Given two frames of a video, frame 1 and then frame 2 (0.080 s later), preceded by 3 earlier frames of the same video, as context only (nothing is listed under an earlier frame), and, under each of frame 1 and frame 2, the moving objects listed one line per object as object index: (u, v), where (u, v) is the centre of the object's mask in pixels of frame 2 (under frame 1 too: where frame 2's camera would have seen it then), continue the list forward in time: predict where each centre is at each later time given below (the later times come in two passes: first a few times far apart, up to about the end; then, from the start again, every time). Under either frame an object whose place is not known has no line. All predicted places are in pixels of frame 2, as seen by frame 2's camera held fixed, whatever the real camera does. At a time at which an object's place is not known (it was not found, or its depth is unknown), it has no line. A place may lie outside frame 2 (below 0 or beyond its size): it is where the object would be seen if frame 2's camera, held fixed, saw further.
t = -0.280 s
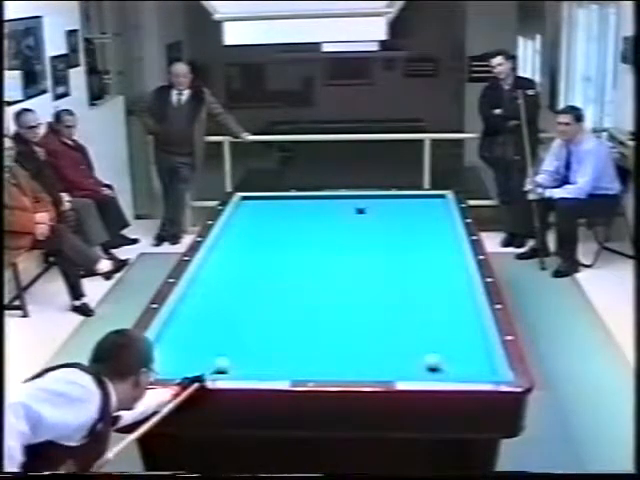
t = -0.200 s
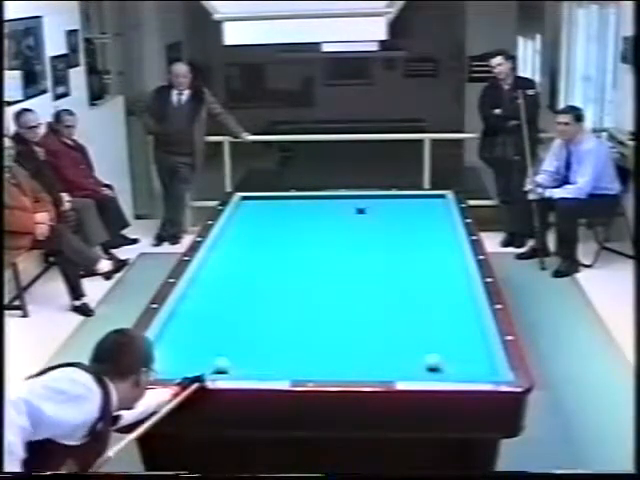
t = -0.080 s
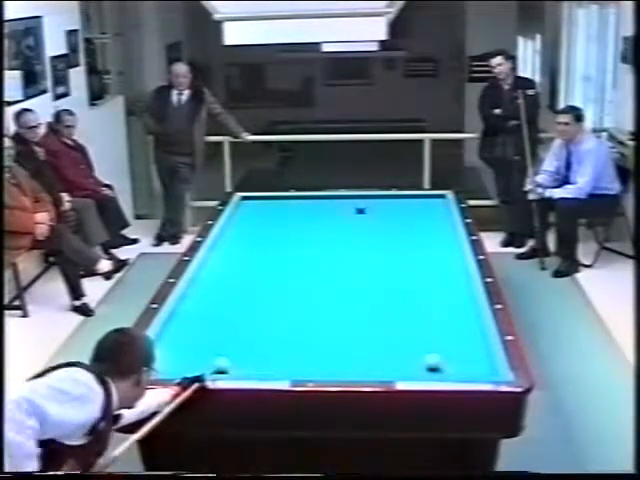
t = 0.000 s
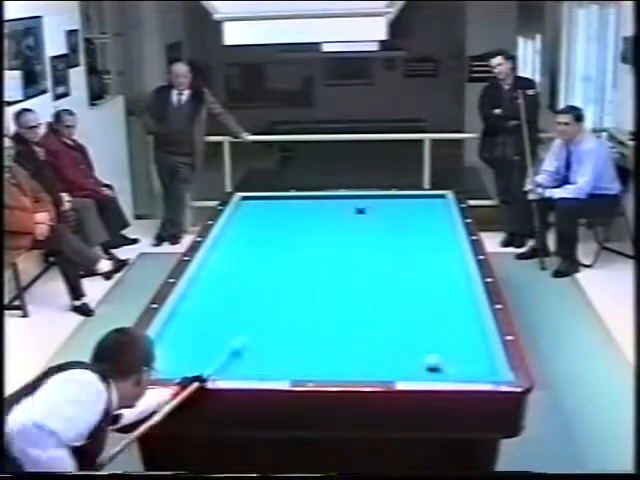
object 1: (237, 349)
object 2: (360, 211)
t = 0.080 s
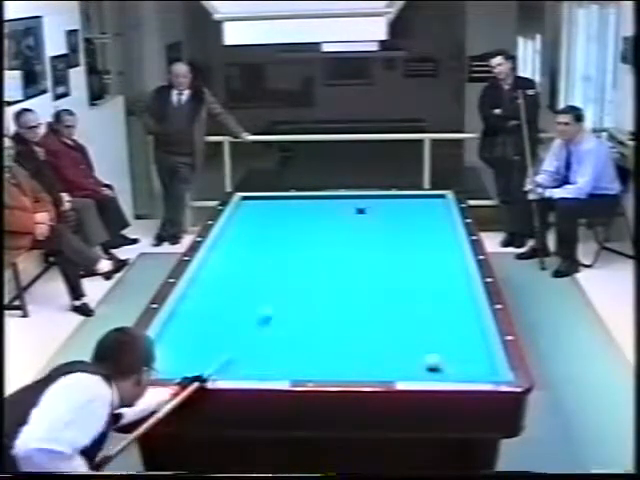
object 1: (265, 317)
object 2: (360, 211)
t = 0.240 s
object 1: (309, 267)
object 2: (360, 211)
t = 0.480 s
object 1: (351, 213)
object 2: (361, 211)
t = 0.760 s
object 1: (313, 199)
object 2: (421, 209)
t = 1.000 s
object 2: (440, 226)
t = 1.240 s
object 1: (237, 212)
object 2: (420, 243)
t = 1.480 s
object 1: (255, 219)
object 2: (398, 261)
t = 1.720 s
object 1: (273, 226)
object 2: (374, 281)
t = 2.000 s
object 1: (292, 238)
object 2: (342, 308)
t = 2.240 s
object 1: (310, 247)
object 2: (310, 334)
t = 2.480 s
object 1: (330, 260)
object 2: (274, 365)
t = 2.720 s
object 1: (351, 268)
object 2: (238, 361)
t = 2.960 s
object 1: (373, 278)
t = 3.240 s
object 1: (399, 291)
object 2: (169, 326)
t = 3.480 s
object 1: (423, 304)
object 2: (200, 312)
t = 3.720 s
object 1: (448, 317)
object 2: (226, 299)
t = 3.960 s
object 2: (248, 289)
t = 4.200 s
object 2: (271, 278)
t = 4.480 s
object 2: (294, 267)
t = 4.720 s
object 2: (311, 259)
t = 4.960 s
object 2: (328, 250)
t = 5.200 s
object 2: (344, 243)
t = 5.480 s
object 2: (361, 235)
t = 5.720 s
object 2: (375, 228)
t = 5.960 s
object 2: (387, 222)
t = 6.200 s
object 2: (400, 216)
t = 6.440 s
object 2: (410, 211)
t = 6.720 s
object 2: (422, 206)
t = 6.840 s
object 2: (426, 202)
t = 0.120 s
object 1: (279, 303)
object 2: (360, 211)
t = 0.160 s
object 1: (292, 292)
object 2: (360, 211)
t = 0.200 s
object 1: (298, 279)
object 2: (359, 211)
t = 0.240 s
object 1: (309, 267)
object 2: (360, 211)
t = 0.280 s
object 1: (316, 258)
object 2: (360, 211)
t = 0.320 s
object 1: (326, 248)
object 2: (360, 210)
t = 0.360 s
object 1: (334, 238)
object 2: (360, 211)
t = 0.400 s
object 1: (341, 227)
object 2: (360, 211)
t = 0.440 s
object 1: (347, 220)
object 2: (360, 211)
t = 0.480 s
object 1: (351, 213)
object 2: (361, 211)
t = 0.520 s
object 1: (351, 210)
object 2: (366, 209)
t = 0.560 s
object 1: (343, 209)
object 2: (378, 204)
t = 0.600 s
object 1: (335, 206)
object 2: (390, 198)
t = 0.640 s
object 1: (330, 205)
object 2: (400, 198)
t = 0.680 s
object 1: (324, 203)
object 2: (406, 200)
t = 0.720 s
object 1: (318, 201)
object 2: (412, 204)
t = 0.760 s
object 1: (313, 199)
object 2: (421, 209)
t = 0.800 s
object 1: (308, 198)
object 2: (427, 212)
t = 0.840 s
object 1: (301, 198)
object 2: (434, 215)
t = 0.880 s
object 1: (295, 198)
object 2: (441, 218)
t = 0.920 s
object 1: (287, 201)
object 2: (446, 221)
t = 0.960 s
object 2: (443, 224)
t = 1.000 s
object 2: (440, 226)
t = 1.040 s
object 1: (265, 205)
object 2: (436, 229)
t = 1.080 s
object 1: (259, 207)
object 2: (432, 232)
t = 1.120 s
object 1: (252, 209)
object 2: (429, 235)
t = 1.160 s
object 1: (246, 209)
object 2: (426, 237)
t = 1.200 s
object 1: (239, 210)
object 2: (423, 240)
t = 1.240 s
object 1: (237, 212)
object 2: (420, 243)
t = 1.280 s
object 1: (242, 213)
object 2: (416, 246)
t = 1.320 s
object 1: (245, 214)
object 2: (412, 248)
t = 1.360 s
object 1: (247, 216)
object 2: (409, 252)
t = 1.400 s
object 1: (250, 217)
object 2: (405, 255)
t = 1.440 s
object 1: (253, 219)
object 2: (401, 258)
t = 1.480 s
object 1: (255, 219)
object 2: (398, 261)
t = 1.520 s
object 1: (258, 220)
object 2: (394, 264)
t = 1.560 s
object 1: (261, 222)
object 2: (389, 268)
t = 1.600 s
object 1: (264, 224)
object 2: (386, 271)
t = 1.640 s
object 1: (266, 225)
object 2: (382, 274)
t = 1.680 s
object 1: (269, 227)
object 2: (378, 277)
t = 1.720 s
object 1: (273, 226)
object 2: (374, 281)
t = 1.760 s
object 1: (275, 229)
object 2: (369, 284)
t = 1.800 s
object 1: (278, 231)
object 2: (365, 288)
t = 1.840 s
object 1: (280, 232)
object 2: (361, 292)
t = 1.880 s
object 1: (284, 234)
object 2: (355, 296)
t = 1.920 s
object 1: (287, 236)
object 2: (351, 300)
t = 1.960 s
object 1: (290, 237)
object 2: (346, 304)
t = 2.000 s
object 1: (292, 238)
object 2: (342, 308)
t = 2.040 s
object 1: (295, 240)
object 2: (336, 312)
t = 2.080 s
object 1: (298, 241)
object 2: (331, 316)
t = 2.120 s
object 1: (301, 243)
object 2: (326, 321)
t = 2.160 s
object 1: (305, 244)
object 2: (321, 325)
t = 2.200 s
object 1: (307, 245)
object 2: (315, 329)
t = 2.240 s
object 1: (310, 247)
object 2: (310, 334)
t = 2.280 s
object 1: (313, 249)
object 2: (304, 339)
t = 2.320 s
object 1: (317, 250)
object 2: (299, 344)
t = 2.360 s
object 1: (321, 252)
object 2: (293, 349)
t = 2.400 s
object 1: (323, 254)
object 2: (287, 354)
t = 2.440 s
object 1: (327, 256)
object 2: (280, 360)
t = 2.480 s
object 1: (330, 260)
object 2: (274, 365)
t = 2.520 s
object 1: (334, 261)
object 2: (267, 368)
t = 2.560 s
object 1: (337, 261)
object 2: (262, 371)
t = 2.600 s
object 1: (340, 263)
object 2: (255, 370)
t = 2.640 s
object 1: (344, 264)
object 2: (248, 368)
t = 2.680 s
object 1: (347, 266)
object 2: (242, 364)
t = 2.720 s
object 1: (351, 268)
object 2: (238, 361)
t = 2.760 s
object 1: (355, 269)
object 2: (228, 358)
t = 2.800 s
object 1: (357, 271)
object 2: (224, 355)
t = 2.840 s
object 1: (361, 273)
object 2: (220, 351)
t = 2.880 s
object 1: (364, 275)
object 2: (219, 347)
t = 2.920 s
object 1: (368, 277)
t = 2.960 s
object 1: (373, 278)
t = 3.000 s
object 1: (376, 280)
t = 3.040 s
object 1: (380, 281)
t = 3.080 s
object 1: (384, 284)
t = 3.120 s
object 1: (386, 286)
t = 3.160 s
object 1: (390, 287)
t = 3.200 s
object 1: (395, 290)
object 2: (174, 327)
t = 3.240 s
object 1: (399, 291)
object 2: (169, 326)
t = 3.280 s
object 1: (404, 294)
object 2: (176, 323)
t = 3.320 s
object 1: (408, 296)
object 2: (182, 320)
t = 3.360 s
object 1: (411, 297)
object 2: (186, 318)
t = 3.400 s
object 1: (415, 299)
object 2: (191, 316)
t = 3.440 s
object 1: (421, 302)
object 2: (195, 314)
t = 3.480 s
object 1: (423, 304)
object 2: (200, 312)
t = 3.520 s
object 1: (427, 306)
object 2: (205, 310)
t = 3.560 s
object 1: (432, 308)
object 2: (209, 307)
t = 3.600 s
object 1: (438, 310)
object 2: (213, 305)
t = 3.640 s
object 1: (444, 312)
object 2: (217, 303)
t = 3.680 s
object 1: (443, 314)
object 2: (221, 301)
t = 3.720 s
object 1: (448, 317)
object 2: (226, 299)
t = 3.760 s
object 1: (454, 319)
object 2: (229, 297)
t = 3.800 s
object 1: (462, 320)
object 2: (233, 296)
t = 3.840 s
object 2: (237, 294)
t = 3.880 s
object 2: (241, 292)
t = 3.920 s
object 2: (245, 290)
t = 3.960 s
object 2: (248, 289)
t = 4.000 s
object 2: (252, 286)
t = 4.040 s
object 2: (256, 285)
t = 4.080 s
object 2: (260, 283)
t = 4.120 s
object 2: (263, 281)
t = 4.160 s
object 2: (267, 280)
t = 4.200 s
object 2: (271, 278)
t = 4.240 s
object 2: (273, 277)
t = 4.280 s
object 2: (277, 275)
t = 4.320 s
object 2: (281, 273)
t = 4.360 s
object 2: (284, 272)
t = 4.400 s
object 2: (287, 270)
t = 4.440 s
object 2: (290, 268)
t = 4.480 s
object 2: (294, 267)
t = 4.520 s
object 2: (296, 266)
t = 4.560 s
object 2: (299, 264)
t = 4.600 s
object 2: (303, 263)
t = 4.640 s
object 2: (305, 261)
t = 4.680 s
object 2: (309, 260)
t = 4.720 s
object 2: (311, 259)
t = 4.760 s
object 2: (314, 257)
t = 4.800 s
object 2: (317, 255)
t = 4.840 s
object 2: (320, 254)
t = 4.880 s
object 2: (323, 253)
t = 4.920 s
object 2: (326, 251)
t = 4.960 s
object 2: (328, 250)
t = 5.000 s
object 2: (331, 249)
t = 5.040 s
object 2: (334, 247)
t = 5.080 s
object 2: (336, 246)
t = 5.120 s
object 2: (339, 245)
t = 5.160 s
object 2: (342, 244)
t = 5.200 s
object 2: (344, 243)
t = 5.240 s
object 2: (347, 242)
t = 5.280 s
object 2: (349, 240)
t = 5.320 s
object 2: (351, 239)
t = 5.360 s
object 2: (354, 238)
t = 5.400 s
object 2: (356, 237)
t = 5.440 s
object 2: (358, 236)
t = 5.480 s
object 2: (361, 235)
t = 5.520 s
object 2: (364, 234)
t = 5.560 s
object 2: (366, 233)
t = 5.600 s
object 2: (368, 231)
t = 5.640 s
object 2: (370, 230)
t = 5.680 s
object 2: (373, 229)
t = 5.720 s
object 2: (375, 228)
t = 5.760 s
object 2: (377, 228)
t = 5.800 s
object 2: (378, 226)
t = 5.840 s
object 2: (382, 225)
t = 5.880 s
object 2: (383, 224)
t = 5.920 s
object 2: (385, 223)
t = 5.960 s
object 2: (387, 222)
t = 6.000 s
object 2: (389, 221)
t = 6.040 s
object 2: (391, 220)
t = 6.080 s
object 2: (394, 219)
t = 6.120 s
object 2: (395, 218)
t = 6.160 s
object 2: (397, 217)
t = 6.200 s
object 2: (400, 216)
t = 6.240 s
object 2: (401, 216)
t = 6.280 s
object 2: (403, 214)
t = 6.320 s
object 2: (405, 214)
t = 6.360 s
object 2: (407, 213)
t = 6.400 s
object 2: (409, 212)
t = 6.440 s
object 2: (410, 211)
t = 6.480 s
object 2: (412, 211)
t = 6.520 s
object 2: (413, 210)
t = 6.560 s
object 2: (416, 209)
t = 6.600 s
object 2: (417, 208)
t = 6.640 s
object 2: (419, 208)
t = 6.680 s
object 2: (421, 206)
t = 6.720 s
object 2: (422, 206)
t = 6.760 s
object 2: (424, 205)
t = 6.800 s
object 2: (426, 203)
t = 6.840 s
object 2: (426, 202)
